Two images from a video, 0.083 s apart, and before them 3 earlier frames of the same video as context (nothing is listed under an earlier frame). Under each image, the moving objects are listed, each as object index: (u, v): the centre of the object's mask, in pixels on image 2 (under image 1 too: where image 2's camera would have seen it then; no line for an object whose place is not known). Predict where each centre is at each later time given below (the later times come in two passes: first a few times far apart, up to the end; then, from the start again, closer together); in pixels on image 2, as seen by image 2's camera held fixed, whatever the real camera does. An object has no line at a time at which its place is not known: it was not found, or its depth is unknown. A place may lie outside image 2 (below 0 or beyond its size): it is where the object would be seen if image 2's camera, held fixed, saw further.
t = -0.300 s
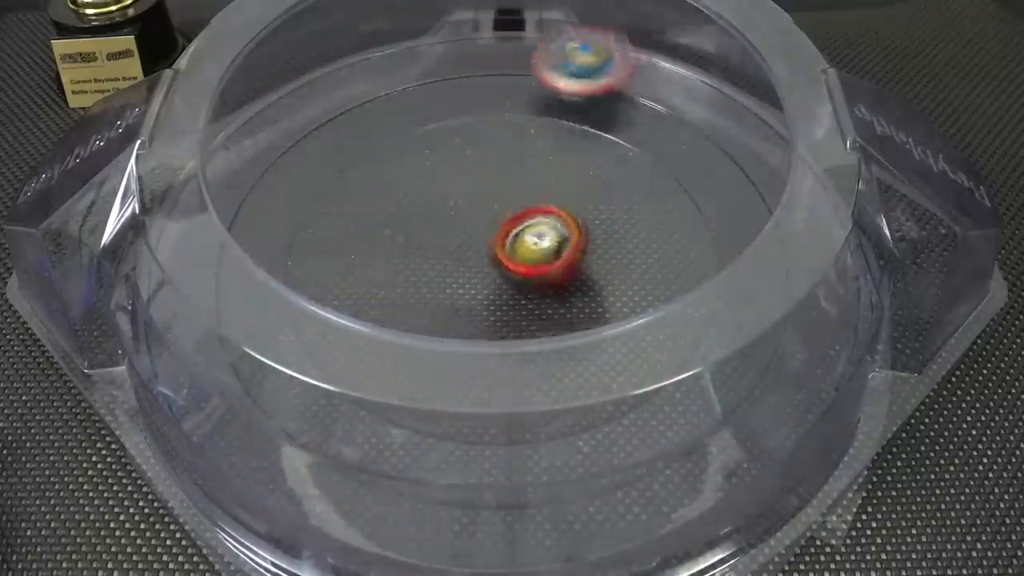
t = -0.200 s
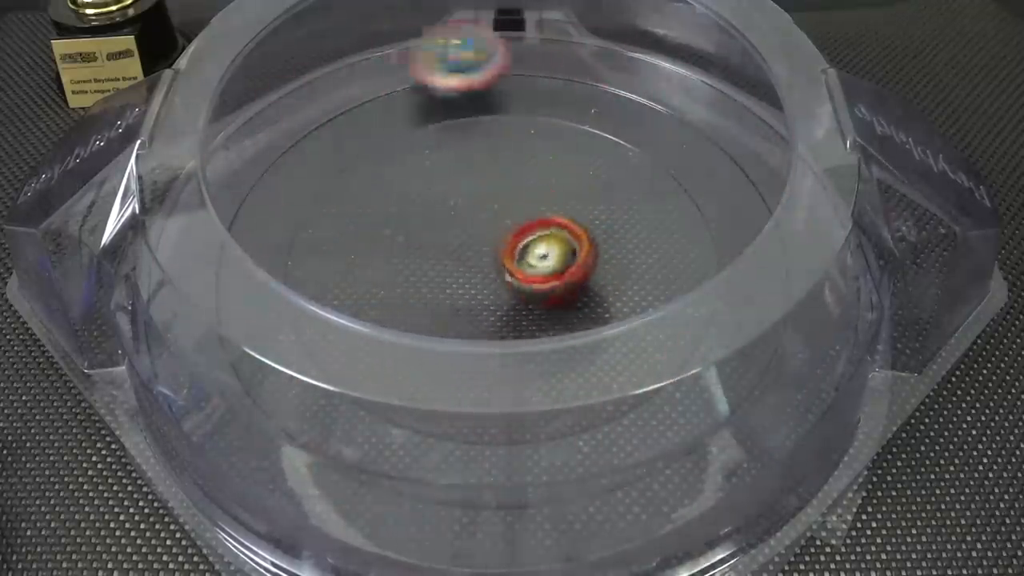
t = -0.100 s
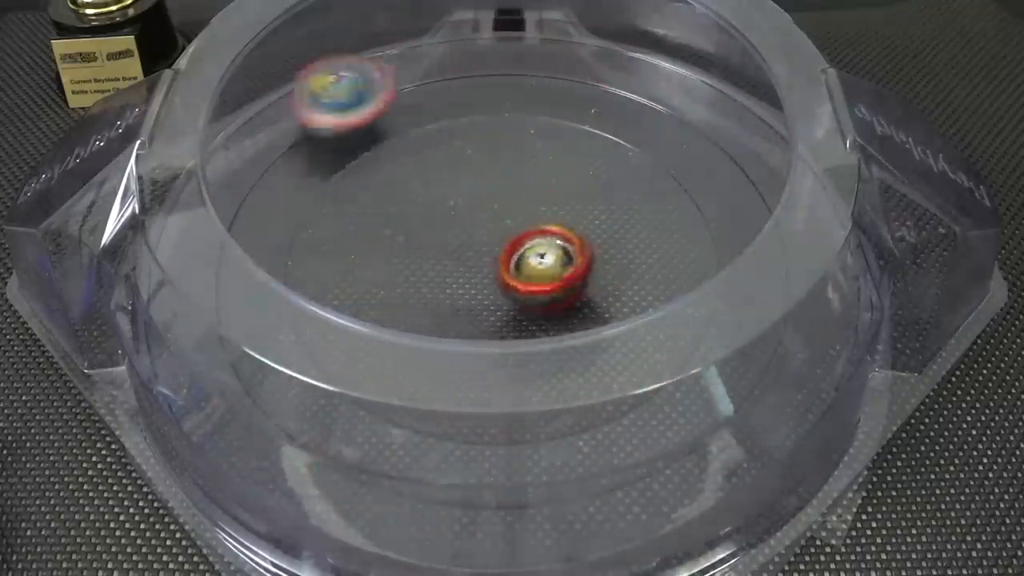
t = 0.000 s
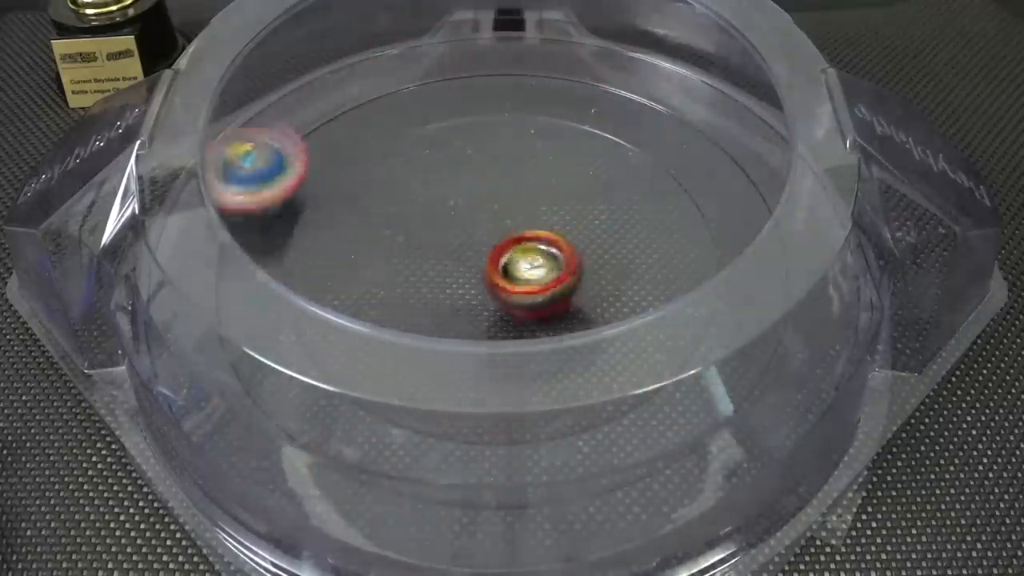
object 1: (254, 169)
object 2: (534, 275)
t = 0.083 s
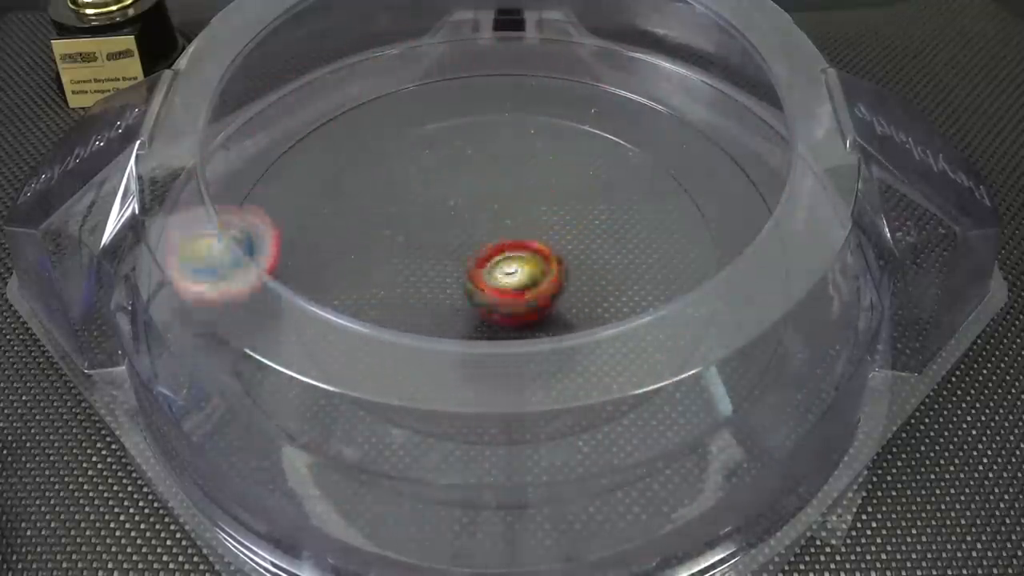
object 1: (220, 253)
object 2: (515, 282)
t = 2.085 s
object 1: (690, 108)
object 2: (470, 265)
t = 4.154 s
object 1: (262, 369)
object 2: (520, 247)
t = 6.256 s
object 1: (382, 449)
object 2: (497, 257)
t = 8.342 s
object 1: (270, 330)
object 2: (495, 257)
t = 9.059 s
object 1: (678, 222)
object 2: (501, 255)
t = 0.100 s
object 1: (220, 273)
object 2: (511, 283)
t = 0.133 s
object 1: (225, 314)
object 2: (507, 284)
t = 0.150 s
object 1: (234, 332)
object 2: (506, 285)
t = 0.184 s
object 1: (258, 371)
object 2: (498, 285)
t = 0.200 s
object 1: (274, 390)
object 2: (496, 285)
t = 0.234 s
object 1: (315, 423)
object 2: (491, 286)
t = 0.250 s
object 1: (337, 437)
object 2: (489, 286)
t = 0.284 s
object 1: (390, 459)
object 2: (485, 284)
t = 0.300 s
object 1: (417, 466)
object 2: (485, 285)
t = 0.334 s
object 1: (477, 475)
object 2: (480, 284)
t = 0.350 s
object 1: (505, 476)
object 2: (481, 282)
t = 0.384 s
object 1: (564, 469)
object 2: (478, 280)
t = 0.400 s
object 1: (590, 463)
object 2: (477, 278)
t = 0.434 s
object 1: (643, 445)
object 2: (476, 275)
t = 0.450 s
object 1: (665, 430)
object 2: (473, 272)
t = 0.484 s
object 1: (705, 405)
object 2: (473, 268)
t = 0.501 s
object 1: (723, 389)
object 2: (471, 265)
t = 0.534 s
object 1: (749, 358)
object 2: (470, 263)
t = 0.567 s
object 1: (767, 323)
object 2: (470, 258)
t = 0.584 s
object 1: (775, 307)
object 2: (472, 257)
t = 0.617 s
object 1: (781, 272)
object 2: (471, 253)
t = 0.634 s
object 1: (782, 256)
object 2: (471, 250)
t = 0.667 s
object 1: (775, 221)
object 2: (473, 248)
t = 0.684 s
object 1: (772, 204)
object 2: (474, 246)
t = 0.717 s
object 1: (755, 173)
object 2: (476, 240)
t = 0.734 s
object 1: (744, 160)
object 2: (478, 239)
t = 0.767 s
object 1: (726, 134)
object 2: (480, 235)
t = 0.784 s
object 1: (715, 126)
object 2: (480, 234)
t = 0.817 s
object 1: (685, 103)
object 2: (484, 232)
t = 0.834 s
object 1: (666, 92)
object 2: (485, 229)
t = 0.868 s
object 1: (630, 75)
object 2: (487, 228)
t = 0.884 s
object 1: (612, 70)
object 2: (490, 229)
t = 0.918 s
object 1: (574, 61)
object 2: (492, 227)
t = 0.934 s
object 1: (555, 58)
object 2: (492, 228)
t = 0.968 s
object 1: (515, 53)
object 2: (495, 228)
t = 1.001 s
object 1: (475, 55)
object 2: (499, 228)
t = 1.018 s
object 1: (456, 58)
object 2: (501, 227)
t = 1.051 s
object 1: (418, 65)
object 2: (504, 231)
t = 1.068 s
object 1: (398, 71)
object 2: (506, 230)
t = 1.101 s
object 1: (363, 85)
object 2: (511, 231)
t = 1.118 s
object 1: (345, 93)
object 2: (512, 236)
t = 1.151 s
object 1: (315, 113)
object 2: (515, 236)
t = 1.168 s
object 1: (300, 125)
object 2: (519, 237)
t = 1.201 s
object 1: (273, 147)
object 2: (520, 241)
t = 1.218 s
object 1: (263, 161)
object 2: (522, 241)
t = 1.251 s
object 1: (252, 187)
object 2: (528, 245)
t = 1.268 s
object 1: (238, 203)
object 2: (528, 249)
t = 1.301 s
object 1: (226, 237)
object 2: (530, 252)
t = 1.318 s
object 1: (225, 256)
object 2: (533, 253)
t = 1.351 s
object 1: (225, 292)
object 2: (534, 257)
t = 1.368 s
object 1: (228, 309)
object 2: (535, 258)
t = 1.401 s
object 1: (243, 346)
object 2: (537, 260)
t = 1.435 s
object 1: (269, 381)
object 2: (538, 263)
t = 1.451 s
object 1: (284, 396)
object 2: (537, 264)
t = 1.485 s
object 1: (322, 425)
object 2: (538, 264)
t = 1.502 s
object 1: (344, 440)
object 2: (536, 266)
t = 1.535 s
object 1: (392, 460)
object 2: (534, 267)
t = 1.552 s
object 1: (419, 466)
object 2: (532, 266)
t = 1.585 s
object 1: (475, 473)
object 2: (527, 269)
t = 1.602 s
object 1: (502, 474)
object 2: (525, 270)
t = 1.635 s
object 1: (557, 469)
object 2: (523, 270)
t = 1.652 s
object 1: (582, 463)
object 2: (520, 271)
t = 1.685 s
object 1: (632, 446)
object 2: (514, 271)
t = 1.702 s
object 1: (655, 435)
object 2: (511, 272)
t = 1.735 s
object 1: (697, 409)
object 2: (507, 271)
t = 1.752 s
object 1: (711, 397)
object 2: (502, 271)
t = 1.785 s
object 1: (738, 370)
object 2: (497, 270)
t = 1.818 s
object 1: (756, 344)
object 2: (492, 271)
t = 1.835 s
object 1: (769, 321)
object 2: (488, 271)
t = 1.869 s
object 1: (778, 289)
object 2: (484, 270)
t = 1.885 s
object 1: (780, 275)
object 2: (482, 271)
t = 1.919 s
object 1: (779, 240)
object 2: (477, 270)
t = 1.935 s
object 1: (776, 223)
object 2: (476, 269)
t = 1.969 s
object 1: (765, 191)
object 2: (472, 269)
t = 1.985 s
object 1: (759, 179)
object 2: (471, 268)
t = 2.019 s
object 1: (739, 153)
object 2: (470, 266)
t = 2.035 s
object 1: (730, 140)
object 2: (471, 266)
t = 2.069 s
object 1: (704, 120)
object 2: (470, 266)
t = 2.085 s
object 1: (690, 108)
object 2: (470, 265)
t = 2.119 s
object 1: (659, 90)
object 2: (473, 263)
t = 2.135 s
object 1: (642, 83)
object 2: (474, 262)
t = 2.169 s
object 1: (607, 71)
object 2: (476, 260)
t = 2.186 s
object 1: (590, 65)
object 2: (479, 257)
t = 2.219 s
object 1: (552, 59)
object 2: (482, 255)
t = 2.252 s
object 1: (516, 56)
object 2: (482, 253)
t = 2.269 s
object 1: (497, 57)
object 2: (486, 251)
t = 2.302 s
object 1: (461, 60)
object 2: (490, 248)
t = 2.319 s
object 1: (443, 63)
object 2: (491, 246)
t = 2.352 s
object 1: (408, 71)
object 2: (494, 242)
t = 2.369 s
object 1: (392, 76)
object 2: (500, 242)
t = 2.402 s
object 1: (358, 89)
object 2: (501, 239)
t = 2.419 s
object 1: (342, 97)
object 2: (503, 238)
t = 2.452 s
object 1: (312, 115)
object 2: (507, 236)
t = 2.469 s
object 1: (300, 125)
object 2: (507, 236)
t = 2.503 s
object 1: (273, 148)
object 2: (510, 234)
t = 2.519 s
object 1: (261, 161)
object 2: (513, 232)
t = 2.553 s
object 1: (251, 186)
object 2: (514, 234)
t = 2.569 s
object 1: (238, 200)
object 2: (517, 232)
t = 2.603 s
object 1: (229, 234)
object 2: (518, 229)
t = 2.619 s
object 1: (223, 251)
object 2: (519, 232)
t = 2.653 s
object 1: (225, 287)
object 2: (518, 232)
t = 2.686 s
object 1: (232, 320)
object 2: (518, 234)
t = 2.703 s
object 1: (240, 339)
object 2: (519, 235)
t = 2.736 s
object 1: (262, 371)
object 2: (518, 238)
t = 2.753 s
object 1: (276, 386)
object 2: (519, 239)
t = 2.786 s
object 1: (311, 415)
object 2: (517, 243)
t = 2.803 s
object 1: (327, 427)
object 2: (516, 246)
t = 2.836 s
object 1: (371, 449)
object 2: (516, 250)
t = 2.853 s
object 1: (392, 456)
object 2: (513, 252)
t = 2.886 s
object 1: (442, 467)
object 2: (515, 257)
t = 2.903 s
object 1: (468, 472)
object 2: (514, 258)
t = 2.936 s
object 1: (520, 473)
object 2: (513, 262)
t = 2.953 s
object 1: (542, 471)
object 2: (514, 263)
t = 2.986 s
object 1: (591, 461)
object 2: (512, 267)
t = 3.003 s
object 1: (613, 454)
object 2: (511, 269)
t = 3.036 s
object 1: (656, 435)
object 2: (512, 270)
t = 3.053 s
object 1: (676, 425)
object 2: (512, 273)
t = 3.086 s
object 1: (708, 401)
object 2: (509, 275)
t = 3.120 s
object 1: (737, 374)
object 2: (509, 275)
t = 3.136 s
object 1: (748, 359)
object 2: (508, 277)
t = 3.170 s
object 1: (765, 330)
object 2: (506, 279)
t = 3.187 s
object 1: (770, 315)
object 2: (507, 278)
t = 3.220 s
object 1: (778, 284)
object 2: (507, 279)
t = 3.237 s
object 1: (781, 269)
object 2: (505, 279)
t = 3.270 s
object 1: (777, 240)
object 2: (503, 279)
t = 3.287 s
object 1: (776, 222)
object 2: (505, 277)
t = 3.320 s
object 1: (765, 195)
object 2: (503, 277)
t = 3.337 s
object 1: (759, 181)
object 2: (501, 275)
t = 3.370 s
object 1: (741, 156)
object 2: (501, 272)
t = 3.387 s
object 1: (734, 146)
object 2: (502, 271)
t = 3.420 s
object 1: (711, 127)
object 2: (498, 267)
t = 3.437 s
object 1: (697, 117)
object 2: (497, 265)
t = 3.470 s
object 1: (668, 97)
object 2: (496, 261)
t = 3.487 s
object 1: (653, 90)
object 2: (493, 260)
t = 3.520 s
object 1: (622, 77)
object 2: (488, 254)
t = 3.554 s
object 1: (590, 69)
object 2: (485, 251)
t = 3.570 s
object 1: (573, 64)
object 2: (483, 250)
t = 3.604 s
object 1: (540, 59)
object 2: (477, 248)
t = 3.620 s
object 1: (523, 58)
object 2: (477, 247)
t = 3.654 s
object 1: (489, 59)
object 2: (477, 247)
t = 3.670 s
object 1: (472, 59)
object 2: (474, 248)
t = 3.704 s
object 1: (441, 63)
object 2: (474, 248)
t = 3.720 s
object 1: (424, 66)
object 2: (475, 248)
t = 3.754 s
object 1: (394, 75)
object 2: (477, 248)
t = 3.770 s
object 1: (376, 82)
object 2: (475, 249)
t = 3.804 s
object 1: (348, 94)
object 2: (477, 250)
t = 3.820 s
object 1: (333, 101)
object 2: (479, 249)
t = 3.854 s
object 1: (306, 119)
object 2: (482, 251)
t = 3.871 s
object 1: (294, 128)
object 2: (483, 251)
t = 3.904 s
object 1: (270, 150)
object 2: (488, 252)
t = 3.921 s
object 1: (260, 162)
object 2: (491, 252)
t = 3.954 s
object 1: (251, 186)
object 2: (496, 252)
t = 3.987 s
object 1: (233, 213)
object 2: (503, 252)
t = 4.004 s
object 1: (227, 227)
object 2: (504, 250)
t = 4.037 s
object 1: (221, 257)
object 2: (511, 252)
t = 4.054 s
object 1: (225, 277)
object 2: (512, 250)
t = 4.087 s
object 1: (231, 310)
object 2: (515, 250)
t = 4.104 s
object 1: (234, 327)
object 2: (519, 249)
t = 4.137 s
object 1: (252, 355)
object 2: (520, 246)
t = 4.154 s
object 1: (262, 369)
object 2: (520, 247)
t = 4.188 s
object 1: (288, 398)
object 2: (522, 245)
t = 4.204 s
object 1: (306, 413)
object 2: (524, 245)
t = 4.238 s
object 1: (339, 435)
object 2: (522, 246)
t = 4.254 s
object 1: (357, 445)
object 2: (522, 246)
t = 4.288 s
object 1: (401, 460)
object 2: (522, 244)
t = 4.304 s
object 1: (424, 465)
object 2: (521, 247)
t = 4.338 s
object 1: (469, 472)
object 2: (519, 248)
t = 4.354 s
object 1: (492, 473)
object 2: (517, 249)
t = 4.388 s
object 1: (539, 471)
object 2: (515, 250)
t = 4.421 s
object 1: (582, 463)
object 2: (511, 254)
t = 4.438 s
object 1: (604, 457)
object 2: (510, 254)
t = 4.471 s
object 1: (644, 439)
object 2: (508, 256)
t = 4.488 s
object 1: (662, 432)
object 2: (508, 257)
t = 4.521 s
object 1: (695, 410)
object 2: (505, 259)
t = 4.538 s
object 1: (710, 400)
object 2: (503, 260)
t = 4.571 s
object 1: (734, 376)
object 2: (504, 260)
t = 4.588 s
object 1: (745, 363)
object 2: (502, 262)
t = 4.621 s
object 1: (760, 338)
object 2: (498, 265)
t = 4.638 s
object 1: (767, 325)
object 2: (496, 266)
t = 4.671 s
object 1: (775, 299)
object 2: (496, 266)
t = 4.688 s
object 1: (778, 289)
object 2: (497, 266)
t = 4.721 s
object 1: (779, 263)
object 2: (492, 267)
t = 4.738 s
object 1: (781, 252)
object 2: (492, 267)
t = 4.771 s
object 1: (777, 228)
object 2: (496, 266)
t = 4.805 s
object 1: (771, 207)
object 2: (495, 266)
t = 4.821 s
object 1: (767, 196)
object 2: (493, 265)
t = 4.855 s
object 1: (756, 176)
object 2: (493, 265)
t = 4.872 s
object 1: (745, 166)
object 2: (494, 264)
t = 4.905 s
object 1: (737, 149)
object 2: (494, 264)
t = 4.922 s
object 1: (728, 140)
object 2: (492, 264)
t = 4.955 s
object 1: (711, 127)
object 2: (494, 262)
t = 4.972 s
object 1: (700, 116)
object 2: (496, 261)
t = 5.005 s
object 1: (678, 104)
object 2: (496, 260)
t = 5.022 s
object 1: (668, 97)
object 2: (496, 260)
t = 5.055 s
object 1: (646, 86)
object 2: (499, 255)
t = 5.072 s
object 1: (633, 80)
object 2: (499, 256)
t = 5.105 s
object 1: (610, 72)
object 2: (499, 254)
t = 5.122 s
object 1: (597, 69)
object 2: (500, 253)
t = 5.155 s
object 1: (572, 62)
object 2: (505, 249)
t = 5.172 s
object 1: (561, 61)
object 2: (506, 251)
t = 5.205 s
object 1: (537, 58)
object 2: (504, 250)
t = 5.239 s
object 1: (514, 57)
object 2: (505, 247)
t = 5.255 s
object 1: (503, 59)
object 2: (509, 247)
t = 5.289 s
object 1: (478, 59)
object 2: (508, 246)
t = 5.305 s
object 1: (466, 59)
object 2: (508, 247)
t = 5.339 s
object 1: (444, 62)
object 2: (512, 246)
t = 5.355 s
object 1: (433, 64)
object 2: (514, 247)
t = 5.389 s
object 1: (410, 70)
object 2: (513, 246)
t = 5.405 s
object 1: (401, 73)
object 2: (512, 246)
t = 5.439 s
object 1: (379, 80)
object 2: (514, 245)
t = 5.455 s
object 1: (368, 85)
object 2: (516, 247)
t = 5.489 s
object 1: (349, 92)
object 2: (513, 249)
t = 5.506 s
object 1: (340, 97)
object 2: (514, 250)
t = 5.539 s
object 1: (320, 109)
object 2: (515, 248)
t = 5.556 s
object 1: (312, 114)
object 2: (515, 251)
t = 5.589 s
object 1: (297, 128)
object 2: (515, 252)
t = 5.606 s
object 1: (287, 133)
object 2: (513, 253)
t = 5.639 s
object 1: (273, 147)
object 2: (514, 253)
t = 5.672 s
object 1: (260, 163)
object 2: (512, 256)
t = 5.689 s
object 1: (255, 171)
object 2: (512, 255)
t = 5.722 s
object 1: (250, 183)
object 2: (510, 257)
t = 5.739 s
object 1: (251, 192)
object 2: (511, 256)
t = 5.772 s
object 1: (236, 211)
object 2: (508, 259)
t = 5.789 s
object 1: (240, 221)
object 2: (507, 259)
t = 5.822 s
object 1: (228, 238)
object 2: (506, 260)
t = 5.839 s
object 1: (224, 247)
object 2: (505, 260)
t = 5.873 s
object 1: (228, 269)
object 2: (506, 263)
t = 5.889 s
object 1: (226, 276)
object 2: (503, 261)
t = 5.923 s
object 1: (229, 299)
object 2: (501, 262)
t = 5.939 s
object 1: (230, 305)
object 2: (501, 260)
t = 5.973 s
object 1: (238, 324)
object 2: (501, 263)
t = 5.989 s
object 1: (241, 332)
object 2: (499, 263)
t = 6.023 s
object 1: (253, 352)
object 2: (496, 263)
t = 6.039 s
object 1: (258, 360)
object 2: (496, 261)
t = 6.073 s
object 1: (272, 379)
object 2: (499, 261)
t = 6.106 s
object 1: (287, 393)
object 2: (497, 262)
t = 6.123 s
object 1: (295, 400)
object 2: (496, 261)
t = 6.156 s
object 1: (315, 414)
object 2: (496, 259)
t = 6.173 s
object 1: (324, 422)
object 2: (497, 259)
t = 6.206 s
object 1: (347, 434)
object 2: (497, 259)
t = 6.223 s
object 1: (355, 440)
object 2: (496, 258)
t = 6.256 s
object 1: (382, 449)
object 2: (497, 257)
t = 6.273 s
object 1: (394, 452)
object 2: (499, 257)
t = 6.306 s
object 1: (419, 459)
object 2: (497, 257)
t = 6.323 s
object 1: (433, 461)
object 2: (498, 256)
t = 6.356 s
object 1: (460, 465)
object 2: (500, 253)
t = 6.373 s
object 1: (475, 466)
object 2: (503, 253)
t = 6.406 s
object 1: (502, 468)
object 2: (502, 252)
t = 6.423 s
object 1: (515, 467)
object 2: (502, 251)
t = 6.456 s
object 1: (544, 464)
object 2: (503, 251)
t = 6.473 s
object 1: (557, 463)
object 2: (506, 250)
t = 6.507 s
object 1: (582, 456)
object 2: (505, 251)
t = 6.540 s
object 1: (607, 448)
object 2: (504, 251)
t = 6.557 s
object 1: (621, 443)
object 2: (504, 251)
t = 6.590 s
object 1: (642, 434)
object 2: (506, 251)
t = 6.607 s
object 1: (655, 429)
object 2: (506, 251)
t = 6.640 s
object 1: (674, 415)
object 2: (505, 252)
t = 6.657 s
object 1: (684, 408)
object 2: (505, 252)
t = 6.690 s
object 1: (701, 393)
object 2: (508, 253)
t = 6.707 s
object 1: (709, 387)
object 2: (508, 254)
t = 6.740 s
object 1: (723, 371)
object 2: (505, 255)
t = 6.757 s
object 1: (729, 362)
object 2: (505, 255)
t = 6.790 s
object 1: (739, 346)
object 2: (506, 255)
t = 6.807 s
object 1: (744, 336)
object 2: (506, 256)
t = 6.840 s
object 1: (751, 320)
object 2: (505, 256)
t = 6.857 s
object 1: (754, 311)
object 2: (503, 257)
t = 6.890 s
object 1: (756, 293)
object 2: (504, 257)
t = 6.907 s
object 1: (757, 284)
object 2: (504, 258)
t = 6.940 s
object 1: (759, 266)
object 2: (502, 258)
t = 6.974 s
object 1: (754, 248)
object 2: (499, 258)
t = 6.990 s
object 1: (754, 239)
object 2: (500, 258)
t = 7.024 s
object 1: (748, 224)
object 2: (500, 259)
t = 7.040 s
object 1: (744, 214)
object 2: (500, 258)
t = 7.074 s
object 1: (735, 199)
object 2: (496, 259)
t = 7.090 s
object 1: (731, 192)
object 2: (496, 258)
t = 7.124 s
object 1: (723, 177)
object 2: (499, 258)
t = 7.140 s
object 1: (718, 171)
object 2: (498, 259)
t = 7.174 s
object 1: (706, 159)
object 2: (496, 259)
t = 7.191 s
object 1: (698, 153)
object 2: (494, 258)
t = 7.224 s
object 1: (685, 143)
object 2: (498, 257)
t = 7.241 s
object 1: (676, 137)
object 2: (498, 258)
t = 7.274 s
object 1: (661, 127)
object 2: (496, 256)
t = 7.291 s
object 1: (653, 120)
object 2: (496, 256)
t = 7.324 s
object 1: (636, 112)
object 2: (496, 255)
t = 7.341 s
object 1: (627, 108)
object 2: (499, 255)
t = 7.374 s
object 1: (609, 101)
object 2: (498, 255)
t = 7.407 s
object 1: (589, 96)
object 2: (497, 254)
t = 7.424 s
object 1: (580, 93)
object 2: (498, 254)
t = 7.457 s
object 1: (561, 89)
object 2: (501, 254)
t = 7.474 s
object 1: (550, 87)
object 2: (501, 255)
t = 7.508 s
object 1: (531, 85)
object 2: (500, 255)
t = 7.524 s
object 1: (521, 84)
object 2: (501, 255)
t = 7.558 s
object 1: (501, 83)
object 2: (504, 254)
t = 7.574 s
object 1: (491, 83)
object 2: (504, 255)
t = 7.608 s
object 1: (472, 85)
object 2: (504, 254)
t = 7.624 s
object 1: (460, 86)
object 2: (504, 255)
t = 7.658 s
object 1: (443, 88)
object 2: (506, 254)
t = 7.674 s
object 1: (432, 90)
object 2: (508, 255)
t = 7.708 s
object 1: (414, 95)
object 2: (506, 256)
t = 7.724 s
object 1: (406, 97)
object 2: (506, 256)
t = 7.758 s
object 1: (387, 103)
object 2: (506, 255)
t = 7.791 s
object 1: (370, 111)
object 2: (509, 256)
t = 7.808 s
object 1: (362, 114)
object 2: (508, 255)
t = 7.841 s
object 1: (345, 123)
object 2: (506, 255)
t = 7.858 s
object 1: (338, 127)
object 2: (505, 255)
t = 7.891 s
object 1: (323, 136)
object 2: (507, 255)
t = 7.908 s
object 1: (315, 142)
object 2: (507, 256)
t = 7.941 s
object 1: (302, 152)
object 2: (505, 256)
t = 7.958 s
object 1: (296, 158)
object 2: (505, 255)
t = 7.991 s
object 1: (284, 170)
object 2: (506, 255)
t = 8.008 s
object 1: (280, 178)
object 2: (504, 256)
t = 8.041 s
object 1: (269, 189)
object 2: (502, 256)
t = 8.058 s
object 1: (266, 195)
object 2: (501, 256)
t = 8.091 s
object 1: (261, 211)
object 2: (502, 255)
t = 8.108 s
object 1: (258, 218)
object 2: (503, 256)
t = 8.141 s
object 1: (253, 233)
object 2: (499, 255)
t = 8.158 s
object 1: (252, 241)
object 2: (497, 256)
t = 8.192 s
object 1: (251, 257)
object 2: (497, 255)
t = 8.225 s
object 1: (250, 273)
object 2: (496, 256)
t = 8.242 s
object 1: (251, 281)
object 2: (495, 257)
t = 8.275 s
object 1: (257, 298)
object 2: (494, 257)
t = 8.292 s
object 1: (259, 306)
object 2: (494, 258)
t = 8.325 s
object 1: (265, 321)
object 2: (495, 257)
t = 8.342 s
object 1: (270, 330)
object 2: (495, 257)
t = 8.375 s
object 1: (280, 344)
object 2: (496, 257)
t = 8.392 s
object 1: (285, 351)
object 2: (495, 258)
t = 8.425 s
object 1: (302, 370)
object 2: (497, 258)
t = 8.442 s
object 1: (310, 373)
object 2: (499, 258)
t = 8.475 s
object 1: (326, 384)
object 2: (498, 258)
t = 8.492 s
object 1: (336, 389)
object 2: (499, 257)
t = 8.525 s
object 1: (357, 399)
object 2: (500, 257)
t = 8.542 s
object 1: (369, 404)
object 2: (500, 255)
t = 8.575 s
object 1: (389, 410)
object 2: (501, 257)
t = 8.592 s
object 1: (400, 412)
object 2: (501, 256)
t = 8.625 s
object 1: (425, 417)
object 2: (502, 255)
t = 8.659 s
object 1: (448, 419)
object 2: (503, 253)
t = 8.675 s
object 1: (461, 420)
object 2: (504, 254)
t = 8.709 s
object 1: (487, 419)
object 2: (502, 253)
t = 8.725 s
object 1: (501, 418)
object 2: (503, 253)
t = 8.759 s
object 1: (528, 413)
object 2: (503, 252)
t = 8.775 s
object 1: (544, 410)
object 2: (504, 251)
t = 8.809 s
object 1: (578, 400)
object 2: (504, 252)
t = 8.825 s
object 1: (595, 393)
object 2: (503, 252)
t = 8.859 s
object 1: (625, 375)
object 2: (503, 252)
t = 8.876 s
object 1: (636, 362)
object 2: (504, 251)
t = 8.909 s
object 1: (659, 337)
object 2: (504, 250)
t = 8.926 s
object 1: (667, 324)
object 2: (504, 251)
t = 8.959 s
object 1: (679, 297)
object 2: (502, 251)
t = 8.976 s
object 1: (682, 285)
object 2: (501, 251)
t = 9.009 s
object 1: (684, 258)
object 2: (502, 252)
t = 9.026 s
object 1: (683, 246)
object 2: (503, 252)
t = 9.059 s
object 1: (678, 222)
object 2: (501, 255)
